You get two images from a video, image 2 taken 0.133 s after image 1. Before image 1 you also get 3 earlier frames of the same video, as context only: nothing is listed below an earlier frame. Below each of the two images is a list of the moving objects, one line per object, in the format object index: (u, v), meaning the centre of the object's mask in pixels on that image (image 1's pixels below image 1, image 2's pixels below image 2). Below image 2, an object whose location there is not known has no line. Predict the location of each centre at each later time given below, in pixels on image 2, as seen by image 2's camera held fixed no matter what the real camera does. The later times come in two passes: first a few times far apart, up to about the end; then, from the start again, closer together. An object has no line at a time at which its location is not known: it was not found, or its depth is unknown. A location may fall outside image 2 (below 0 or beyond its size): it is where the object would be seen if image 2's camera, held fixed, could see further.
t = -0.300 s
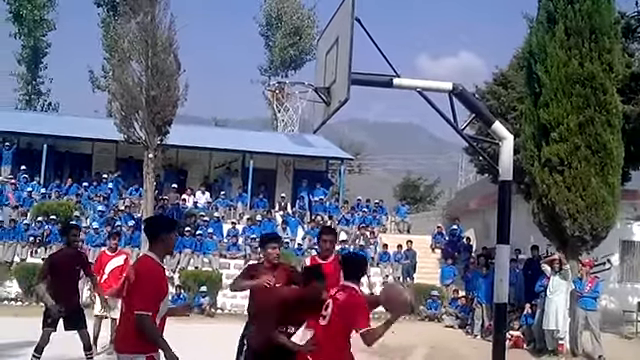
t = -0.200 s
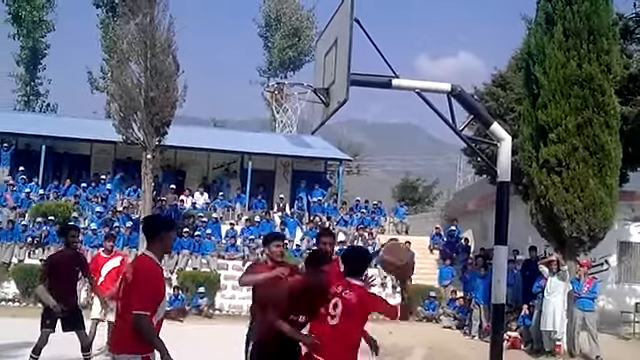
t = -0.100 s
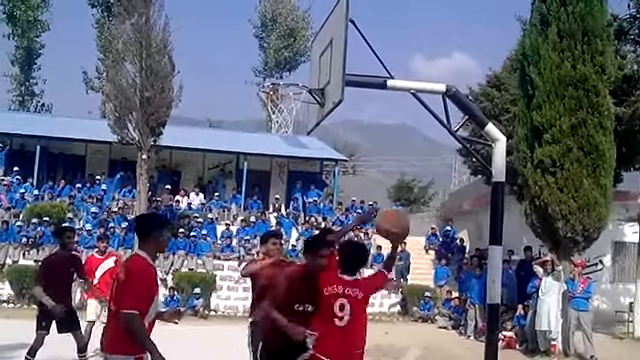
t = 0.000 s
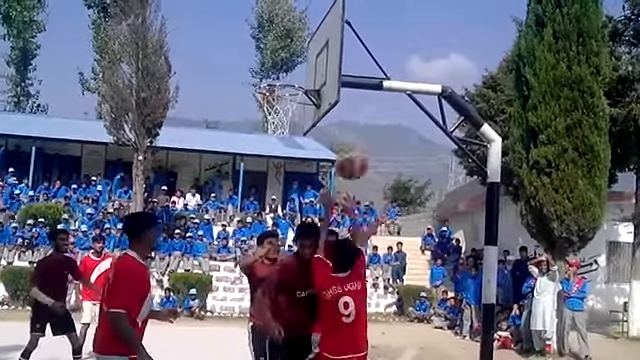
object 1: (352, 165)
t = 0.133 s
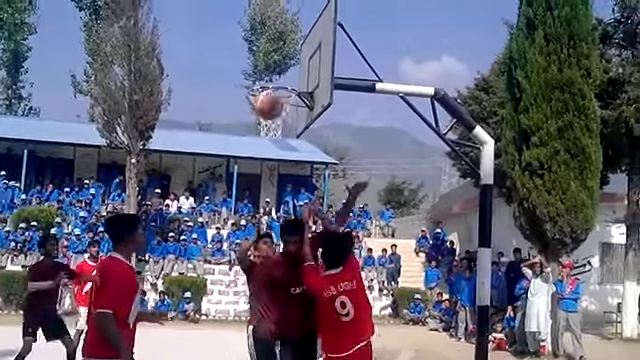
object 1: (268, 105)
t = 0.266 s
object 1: (203, 72)
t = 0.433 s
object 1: (123, 60)
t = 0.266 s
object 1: (203, 72)
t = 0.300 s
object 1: (188, 66)
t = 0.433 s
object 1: (123, 60)
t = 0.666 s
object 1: (49, 93)
